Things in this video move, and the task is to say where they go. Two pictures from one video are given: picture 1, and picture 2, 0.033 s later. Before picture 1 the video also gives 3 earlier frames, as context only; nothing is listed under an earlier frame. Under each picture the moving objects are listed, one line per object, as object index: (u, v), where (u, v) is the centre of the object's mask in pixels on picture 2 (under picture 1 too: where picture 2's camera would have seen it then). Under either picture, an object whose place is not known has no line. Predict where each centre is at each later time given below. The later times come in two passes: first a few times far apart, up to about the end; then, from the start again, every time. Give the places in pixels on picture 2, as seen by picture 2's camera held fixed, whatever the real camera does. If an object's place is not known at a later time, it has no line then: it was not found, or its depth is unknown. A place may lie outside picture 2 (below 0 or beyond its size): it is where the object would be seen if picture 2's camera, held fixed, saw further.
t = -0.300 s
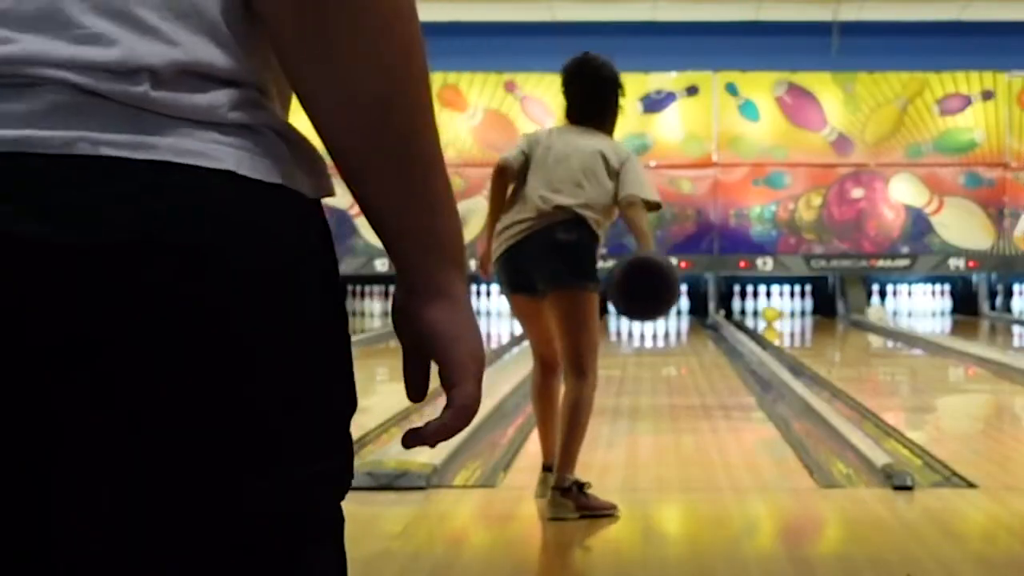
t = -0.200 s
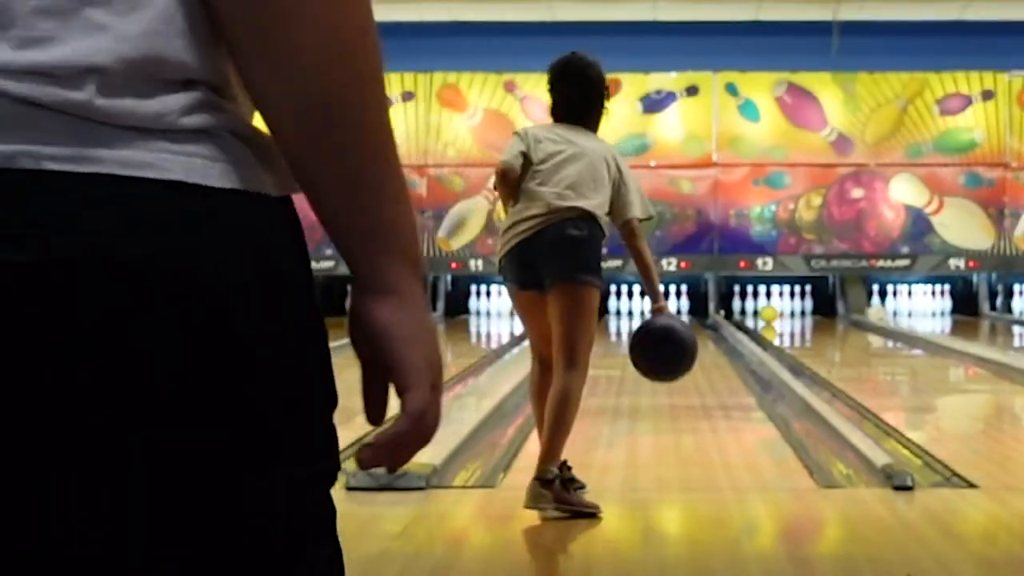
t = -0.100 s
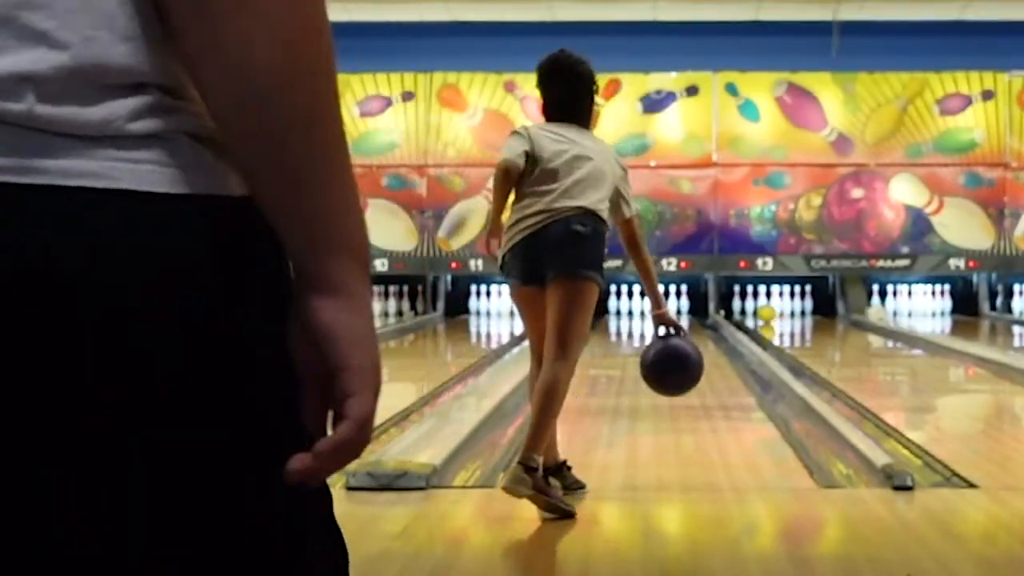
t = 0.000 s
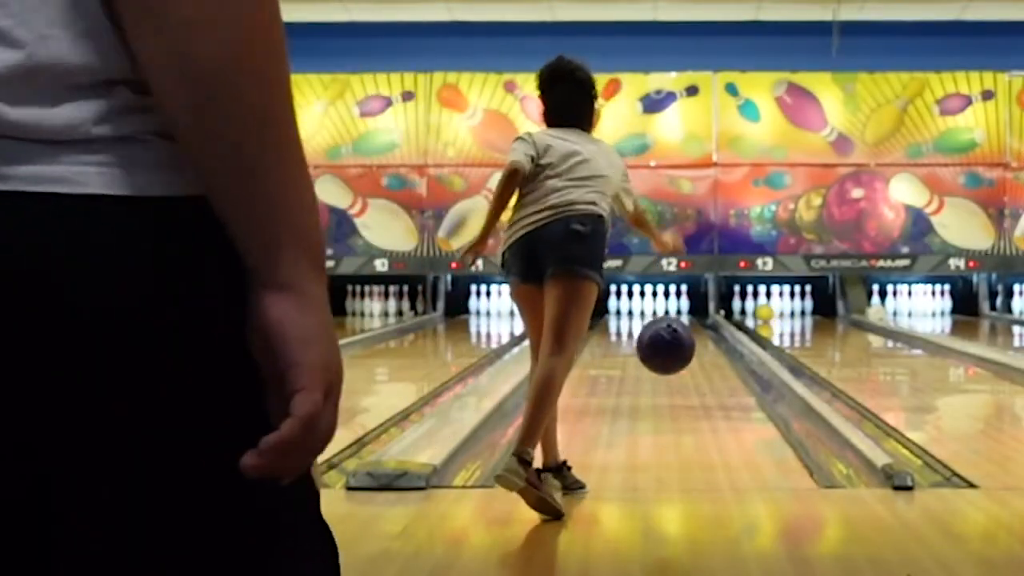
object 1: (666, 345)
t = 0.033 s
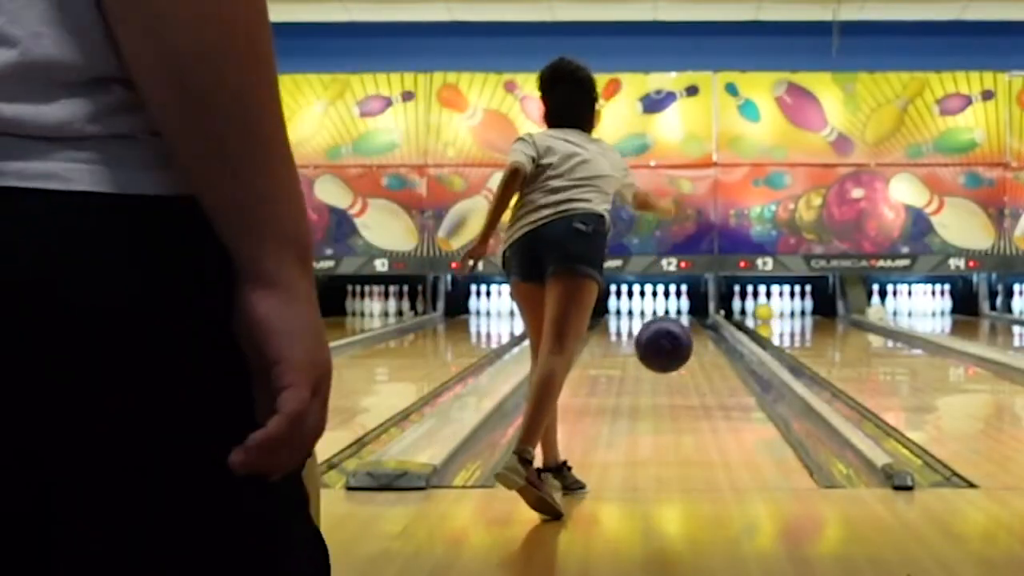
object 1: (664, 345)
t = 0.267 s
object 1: (651, 407)
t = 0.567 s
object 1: (640, 385)
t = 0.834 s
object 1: (635, 370)
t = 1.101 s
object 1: (631, 359)
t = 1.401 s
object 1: (622, 348)
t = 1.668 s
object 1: (618, 340)
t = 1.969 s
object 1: (612, 333)
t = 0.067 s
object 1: (661, 347)
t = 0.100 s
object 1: (659, 352)
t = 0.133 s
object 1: (658, 359)
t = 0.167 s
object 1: (656, 369)
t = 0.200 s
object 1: (654, 381)
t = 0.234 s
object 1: (652, 395)
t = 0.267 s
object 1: (651, 407)
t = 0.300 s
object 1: (650, 399)
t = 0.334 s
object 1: (648, 393)
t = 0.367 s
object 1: (647, 389)
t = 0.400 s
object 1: (646, 389)
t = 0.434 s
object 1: (645, 390)
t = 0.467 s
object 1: (644, 391)
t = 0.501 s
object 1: (643, 388)
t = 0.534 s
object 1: (641, 387)
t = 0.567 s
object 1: (640, 385)
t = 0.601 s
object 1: (640, 383)
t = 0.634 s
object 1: (639, 381)
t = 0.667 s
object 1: (638, 379)
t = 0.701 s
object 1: (637, 377)
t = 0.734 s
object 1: (636, 375)
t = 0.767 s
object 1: (635, 373)
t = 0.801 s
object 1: (635, 372)
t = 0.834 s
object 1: (635, 370)
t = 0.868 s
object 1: (635, 369)
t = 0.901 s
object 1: (634, 367)
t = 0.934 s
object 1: (634, 366)
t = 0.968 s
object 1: (633, 364)
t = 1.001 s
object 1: (632, 363)
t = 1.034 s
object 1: (632, 361)
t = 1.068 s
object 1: (631, 360)
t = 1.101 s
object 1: (631, 359)
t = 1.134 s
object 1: (630, 357)
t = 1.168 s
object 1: (629, 356)
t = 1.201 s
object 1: (629, 355)
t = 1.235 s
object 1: (628, 354)
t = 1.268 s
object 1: (627, 353)
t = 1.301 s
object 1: (626, 352)
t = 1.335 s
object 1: (625, 351)
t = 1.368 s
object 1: (623, 349)
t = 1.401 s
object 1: (622, 348)
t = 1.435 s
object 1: (621, 347)
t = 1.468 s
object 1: (620, 346)
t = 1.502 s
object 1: (620, 345)
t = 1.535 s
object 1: (619, 343)
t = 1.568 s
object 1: (619, 343)
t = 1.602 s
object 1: (619, 342)
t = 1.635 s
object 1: (618, 341)
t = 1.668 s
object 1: (618, 340)
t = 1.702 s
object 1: (617, 339)
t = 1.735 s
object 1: (616, 338)
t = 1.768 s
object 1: (615, 338)
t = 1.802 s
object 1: (615, 337)
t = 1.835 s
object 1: (615, 337)
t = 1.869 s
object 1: (614, 336)
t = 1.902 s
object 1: (613, 335)
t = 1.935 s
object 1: (612, 334)
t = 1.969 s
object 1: (612, 333)
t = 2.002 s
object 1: (611, 333)
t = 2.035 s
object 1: (610, 332)
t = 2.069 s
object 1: (609, 331)
